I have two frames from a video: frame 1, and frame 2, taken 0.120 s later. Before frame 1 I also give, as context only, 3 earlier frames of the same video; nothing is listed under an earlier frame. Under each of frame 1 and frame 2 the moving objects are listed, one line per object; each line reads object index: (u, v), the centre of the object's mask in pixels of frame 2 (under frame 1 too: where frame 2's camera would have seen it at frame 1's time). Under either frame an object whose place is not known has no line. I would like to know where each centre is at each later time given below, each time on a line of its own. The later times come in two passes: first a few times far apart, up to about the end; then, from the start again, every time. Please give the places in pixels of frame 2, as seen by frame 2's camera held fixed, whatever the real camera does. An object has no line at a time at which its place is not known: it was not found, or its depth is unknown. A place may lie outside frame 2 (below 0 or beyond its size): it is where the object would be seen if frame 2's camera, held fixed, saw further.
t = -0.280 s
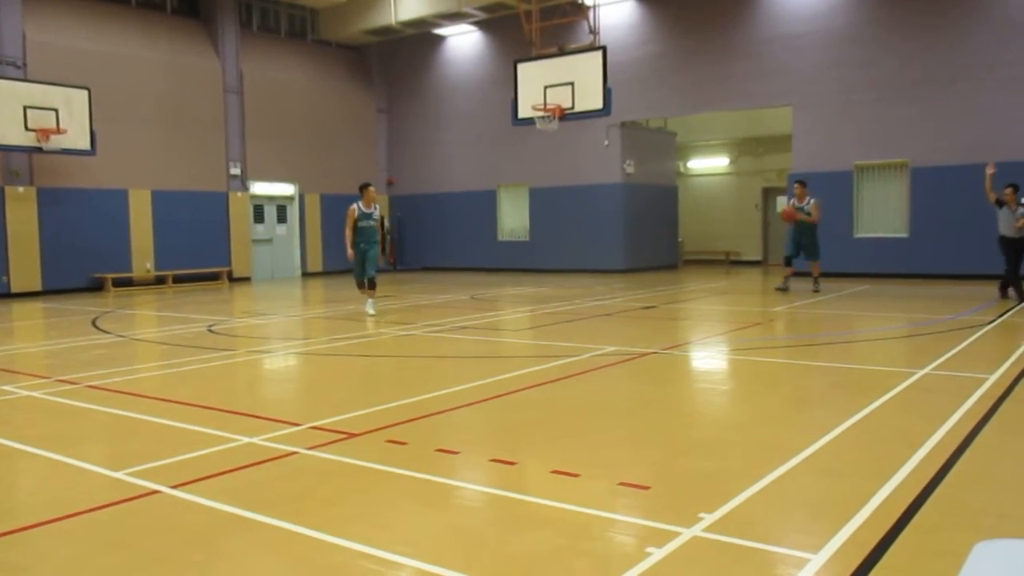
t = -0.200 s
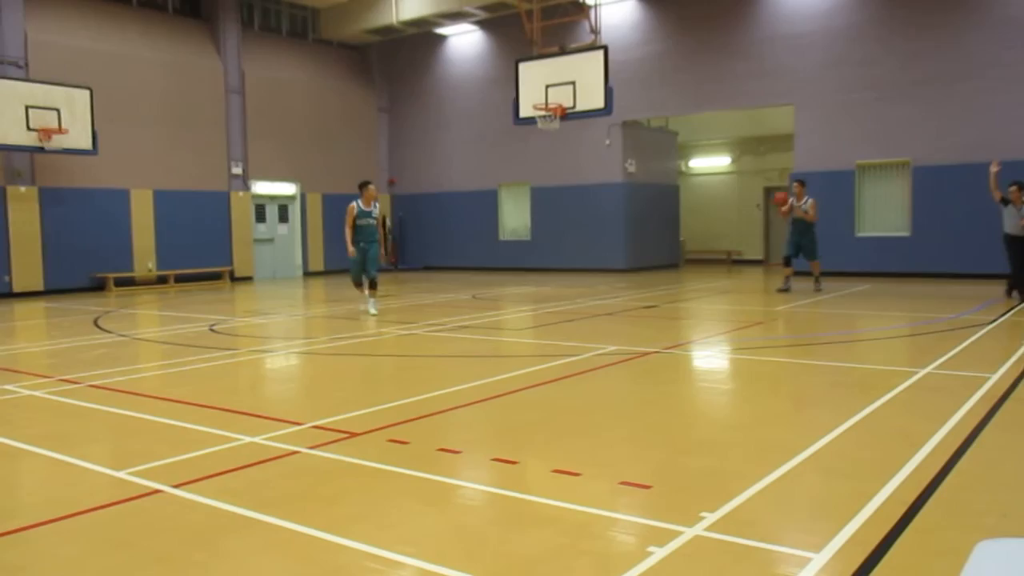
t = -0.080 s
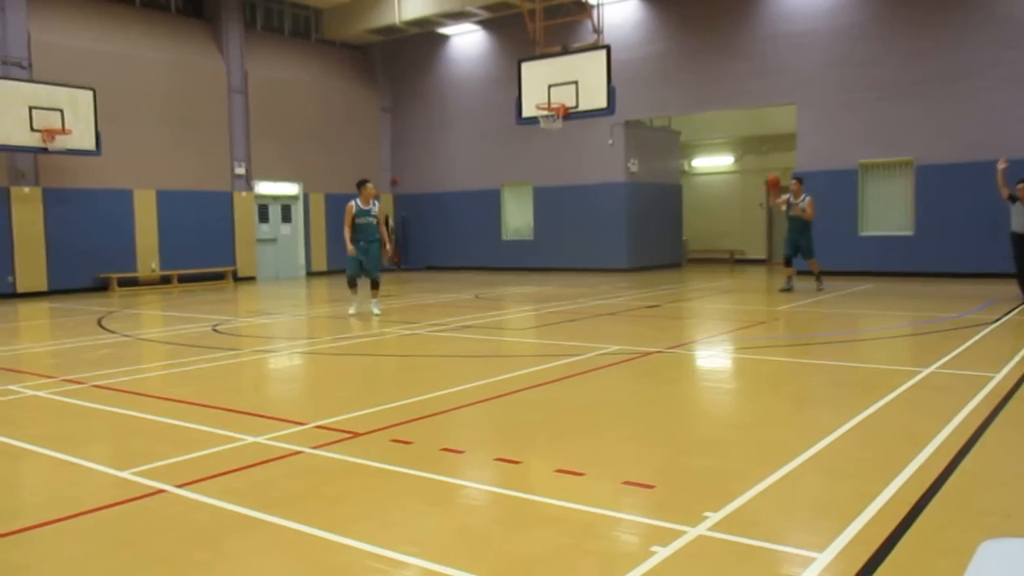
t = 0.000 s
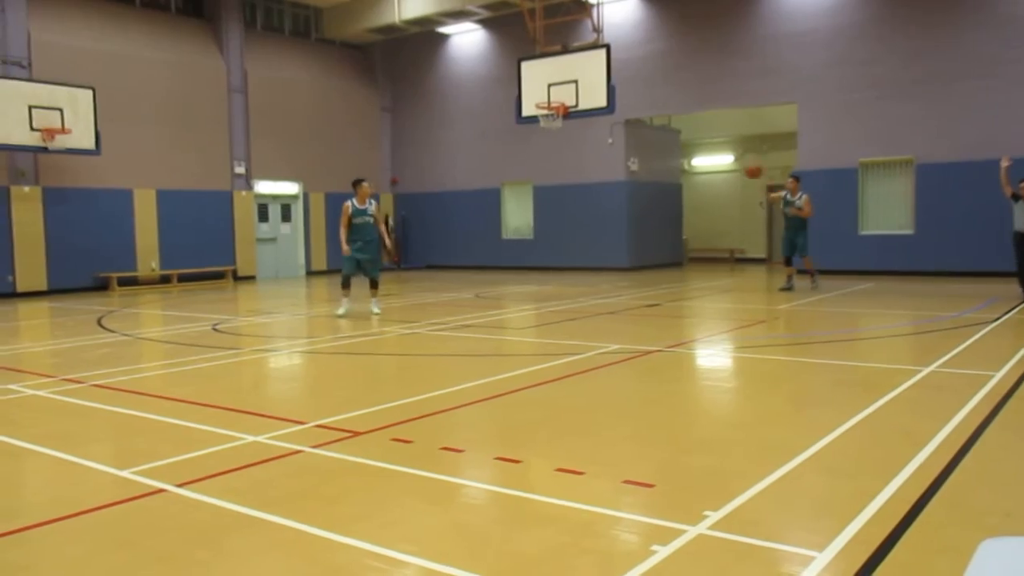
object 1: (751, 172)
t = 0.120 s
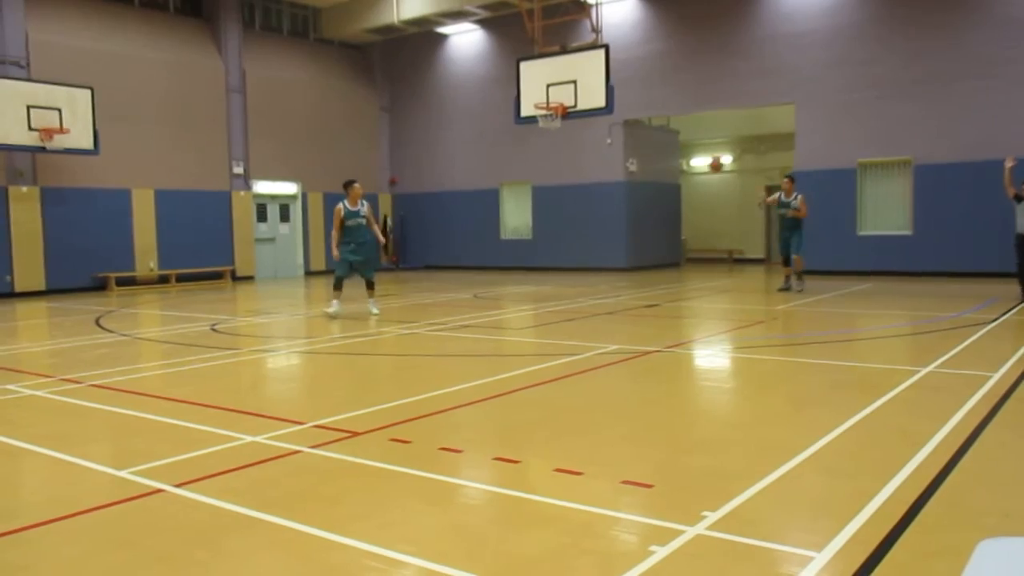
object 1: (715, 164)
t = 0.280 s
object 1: (665, 168)
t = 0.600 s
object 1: (547, 236)
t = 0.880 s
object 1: (456, 273)
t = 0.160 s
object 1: (703, 165)
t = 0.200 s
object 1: (689, 164)
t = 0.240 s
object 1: (678, 165)
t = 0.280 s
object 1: (665, 168)
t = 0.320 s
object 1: (651, 171)
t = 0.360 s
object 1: (638, 177)
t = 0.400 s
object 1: (623, 184)
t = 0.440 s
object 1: (608, 191)
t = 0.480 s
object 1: (593, 200)
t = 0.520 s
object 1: (578, 210)
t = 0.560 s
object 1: (563, 223)
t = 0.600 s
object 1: (547, 236)
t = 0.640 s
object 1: (531, 251)
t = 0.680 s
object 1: (515, 267)
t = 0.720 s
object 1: (498, 286)
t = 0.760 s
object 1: (482, 305)
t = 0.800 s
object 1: (471, 301)
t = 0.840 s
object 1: (464, 287)
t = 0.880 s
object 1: (456, 273)
